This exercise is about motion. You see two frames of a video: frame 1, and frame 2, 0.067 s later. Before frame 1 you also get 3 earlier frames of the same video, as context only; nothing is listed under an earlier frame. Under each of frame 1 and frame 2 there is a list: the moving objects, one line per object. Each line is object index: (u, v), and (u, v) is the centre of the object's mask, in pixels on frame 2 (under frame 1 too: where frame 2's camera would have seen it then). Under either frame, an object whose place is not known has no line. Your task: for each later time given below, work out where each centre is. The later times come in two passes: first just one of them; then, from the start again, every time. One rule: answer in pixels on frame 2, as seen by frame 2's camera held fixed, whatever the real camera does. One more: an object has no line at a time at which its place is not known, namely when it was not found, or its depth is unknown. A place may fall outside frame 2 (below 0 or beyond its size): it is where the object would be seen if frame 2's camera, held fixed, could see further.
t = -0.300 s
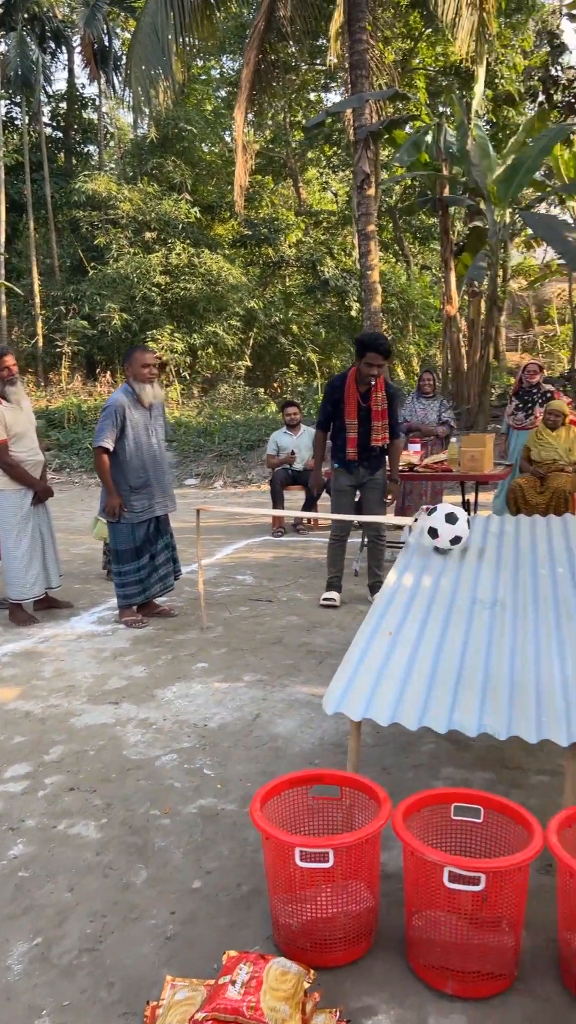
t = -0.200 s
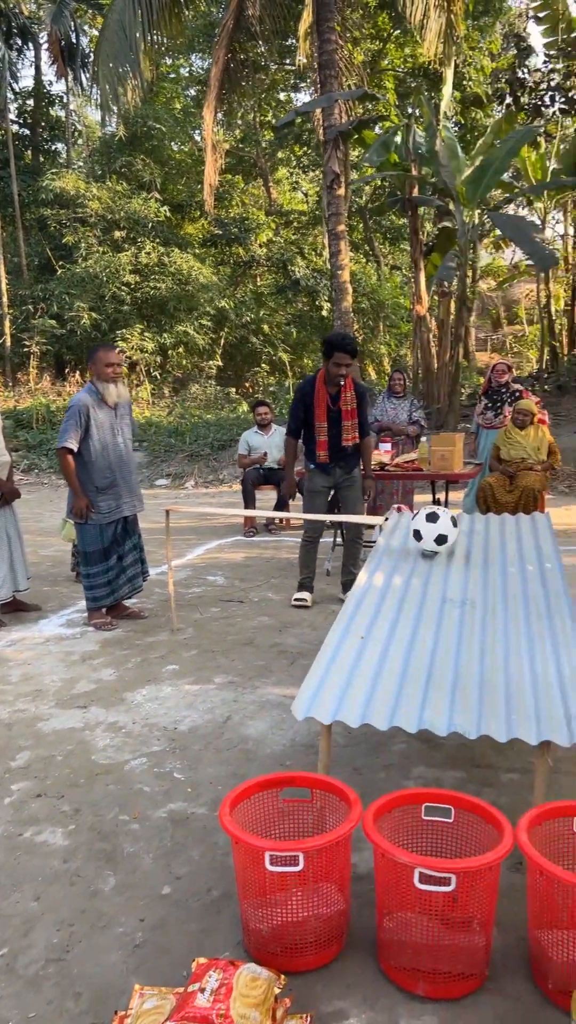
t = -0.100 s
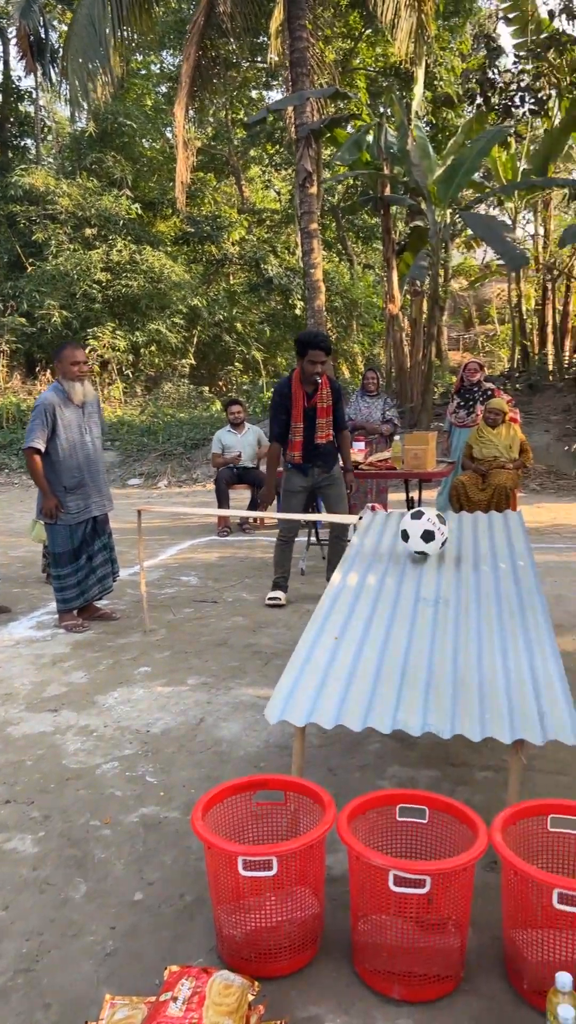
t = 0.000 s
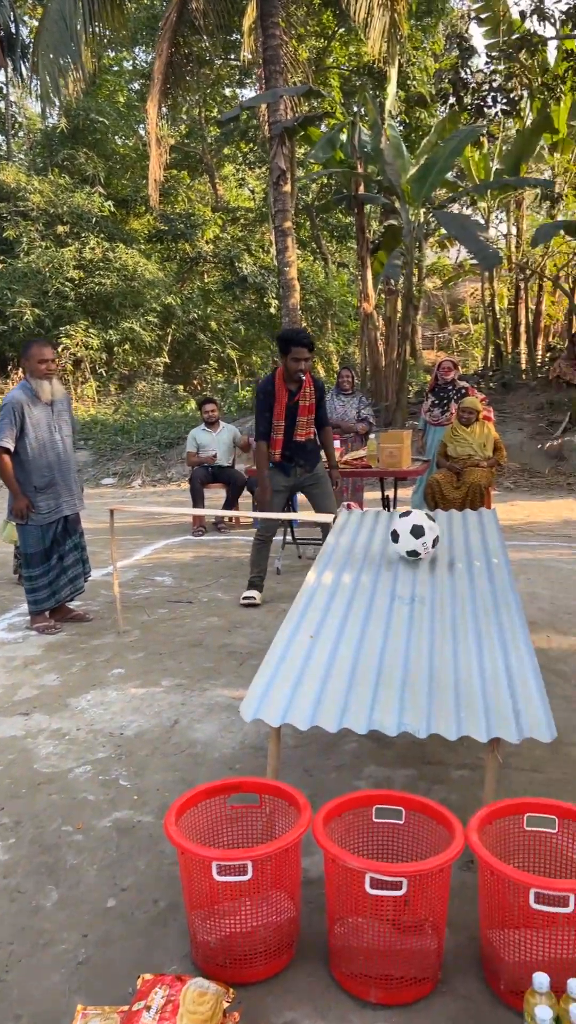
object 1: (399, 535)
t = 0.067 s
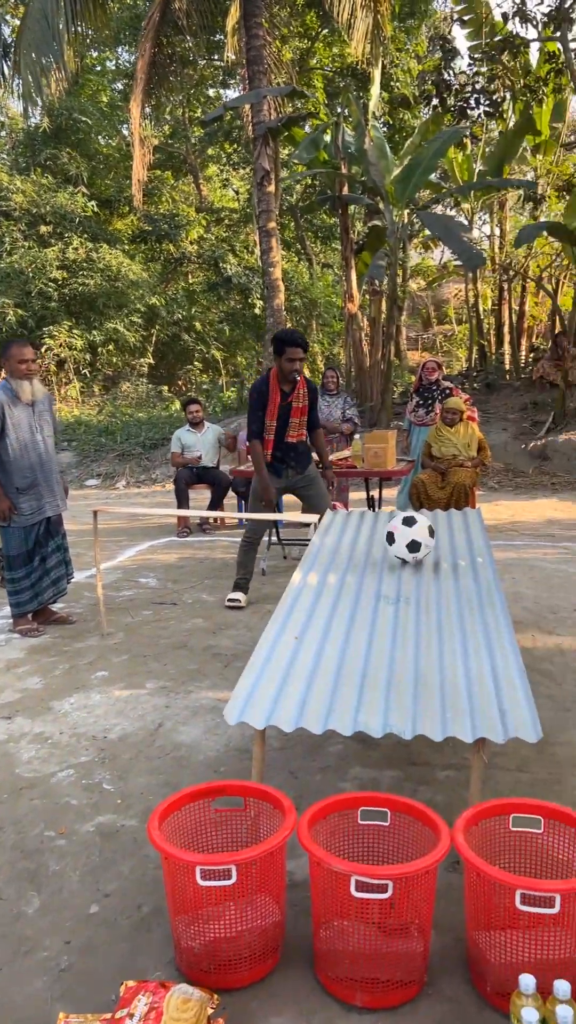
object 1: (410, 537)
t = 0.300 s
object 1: (442, 548)
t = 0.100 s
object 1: (415, 539)
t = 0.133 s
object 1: (420, 540)
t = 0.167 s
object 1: (424, 542)
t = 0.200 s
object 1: (429, 543)
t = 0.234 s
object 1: (434, 546)
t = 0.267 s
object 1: (438, 549)
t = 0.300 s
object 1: (442, 548)
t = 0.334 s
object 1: (446, 549)
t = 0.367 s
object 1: (450, 553)
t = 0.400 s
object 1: (453, 556)
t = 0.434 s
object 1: (456, 557)
